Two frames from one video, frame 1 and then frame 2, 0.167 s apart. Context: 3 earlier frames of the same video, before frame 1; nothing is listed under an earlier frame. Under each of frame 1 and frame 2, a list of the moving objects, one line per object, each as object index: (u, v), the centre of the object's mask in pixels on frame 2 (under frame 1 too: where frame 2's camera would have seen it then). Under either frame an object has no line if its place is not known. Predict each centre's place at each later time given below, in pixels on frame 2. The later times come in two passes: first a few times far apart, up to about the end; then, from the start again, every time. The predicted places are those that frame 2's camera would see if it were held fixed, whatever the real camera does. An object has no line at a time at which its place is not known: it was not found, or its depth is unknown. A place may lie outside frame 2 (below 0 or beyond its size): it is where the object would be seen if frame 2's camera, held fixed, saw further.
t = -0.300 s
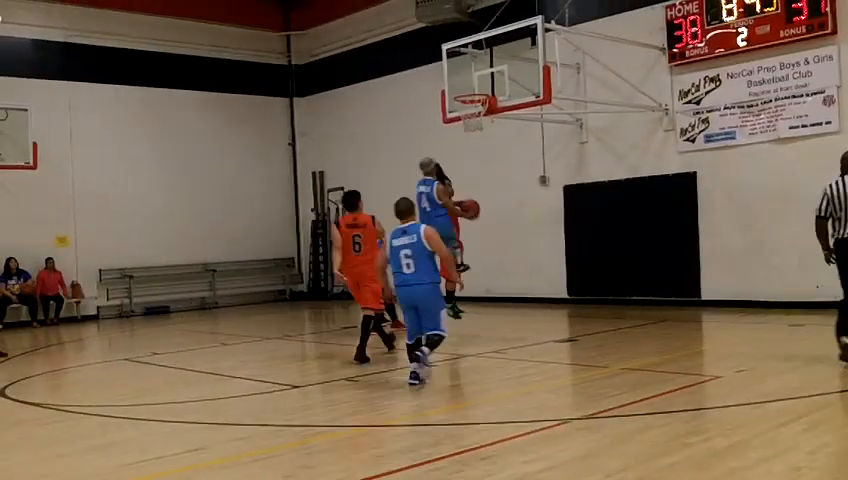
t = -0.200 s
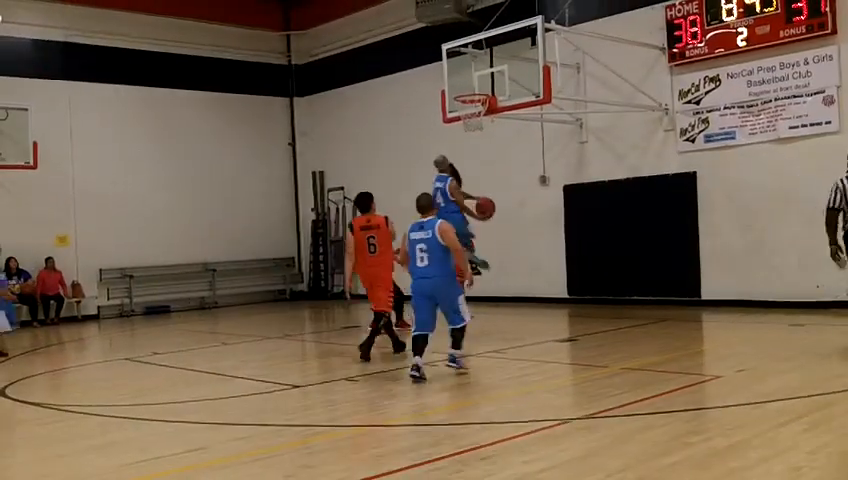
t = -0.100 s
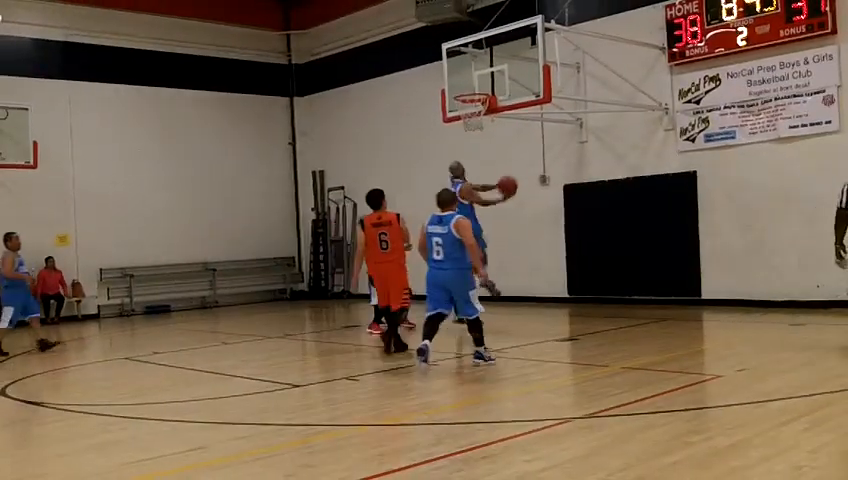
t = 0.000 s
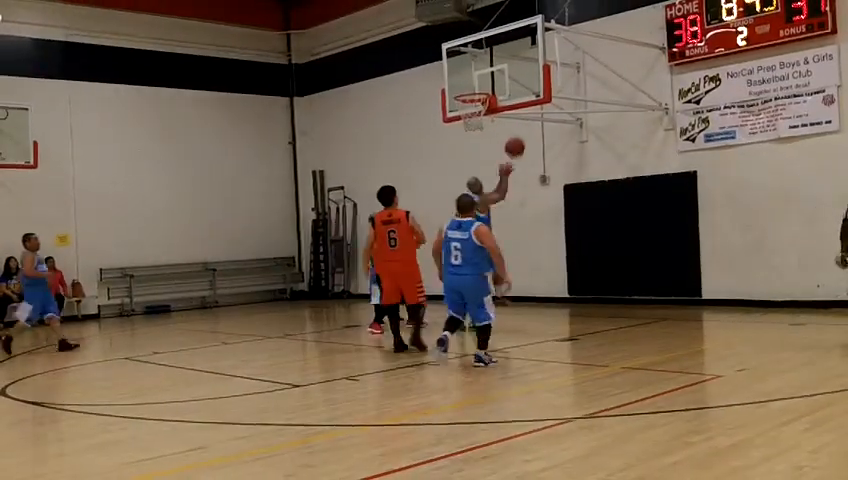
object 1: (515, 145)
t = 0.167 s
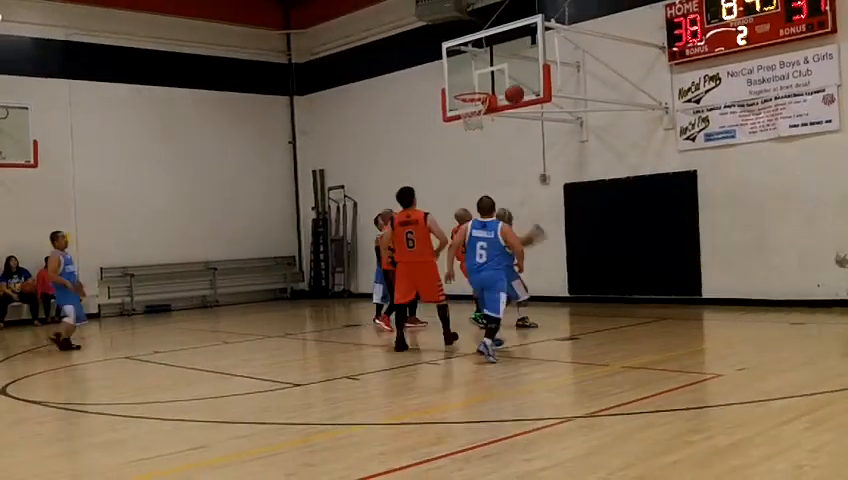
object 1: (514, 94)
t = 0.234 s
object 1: (514, 79)
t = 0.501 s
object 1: (516, 59)
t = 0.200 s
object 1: (514, 87)
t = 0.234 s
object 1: (514, 79)
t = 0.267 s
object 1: (514, 74)
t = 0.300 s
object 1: (514, 70)
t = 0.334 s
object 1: (515, 66)
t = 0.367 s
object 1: (515, 62)
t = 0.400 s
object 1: (515, 61)
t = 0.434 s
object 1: (515, 60)
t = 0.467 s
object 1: (516, 59)
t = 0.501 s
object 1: (516, 59)
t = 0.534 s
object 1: (512, 59)
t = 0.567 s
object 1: (508, 59)
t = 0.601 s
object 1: (504, 61)
